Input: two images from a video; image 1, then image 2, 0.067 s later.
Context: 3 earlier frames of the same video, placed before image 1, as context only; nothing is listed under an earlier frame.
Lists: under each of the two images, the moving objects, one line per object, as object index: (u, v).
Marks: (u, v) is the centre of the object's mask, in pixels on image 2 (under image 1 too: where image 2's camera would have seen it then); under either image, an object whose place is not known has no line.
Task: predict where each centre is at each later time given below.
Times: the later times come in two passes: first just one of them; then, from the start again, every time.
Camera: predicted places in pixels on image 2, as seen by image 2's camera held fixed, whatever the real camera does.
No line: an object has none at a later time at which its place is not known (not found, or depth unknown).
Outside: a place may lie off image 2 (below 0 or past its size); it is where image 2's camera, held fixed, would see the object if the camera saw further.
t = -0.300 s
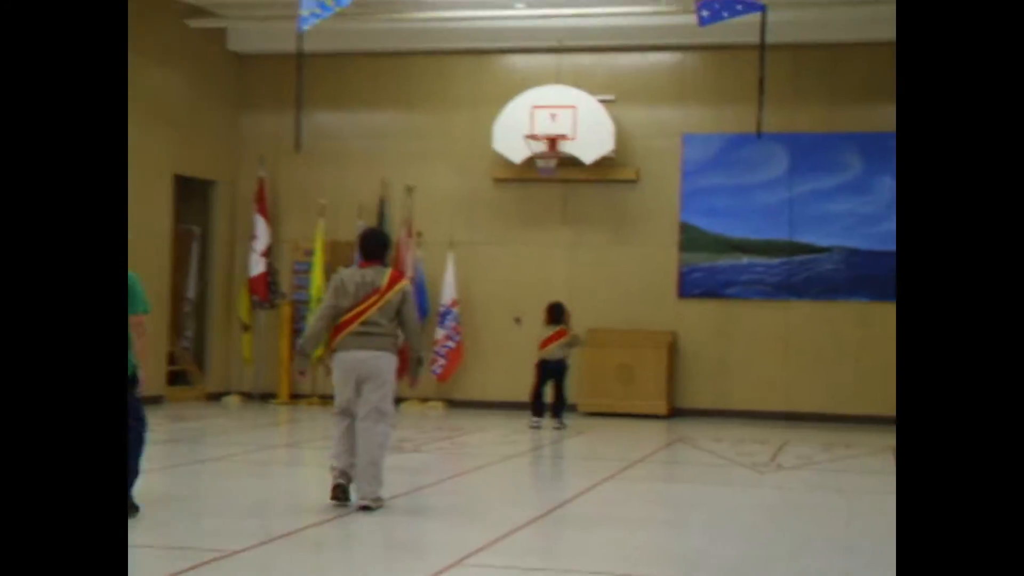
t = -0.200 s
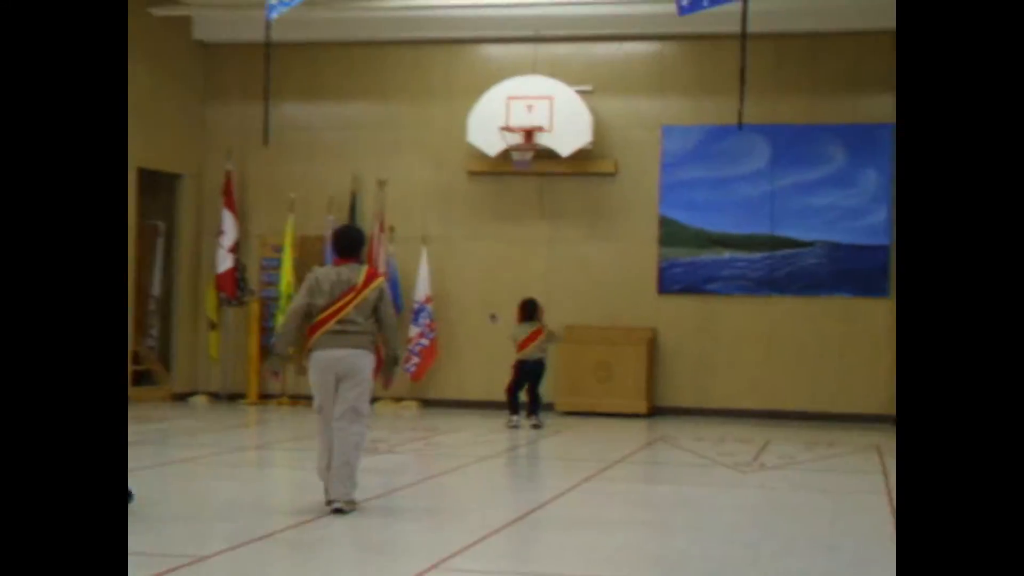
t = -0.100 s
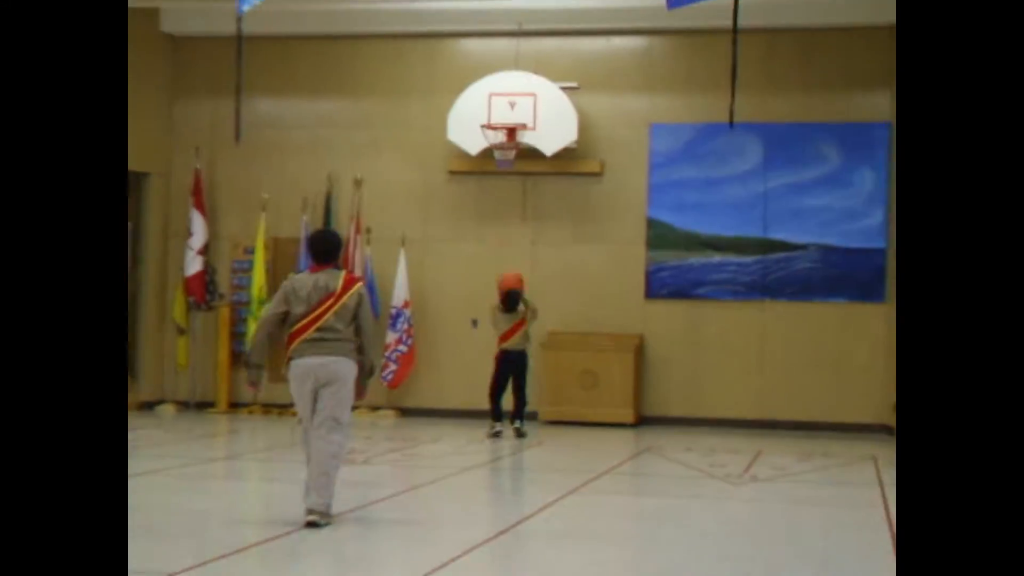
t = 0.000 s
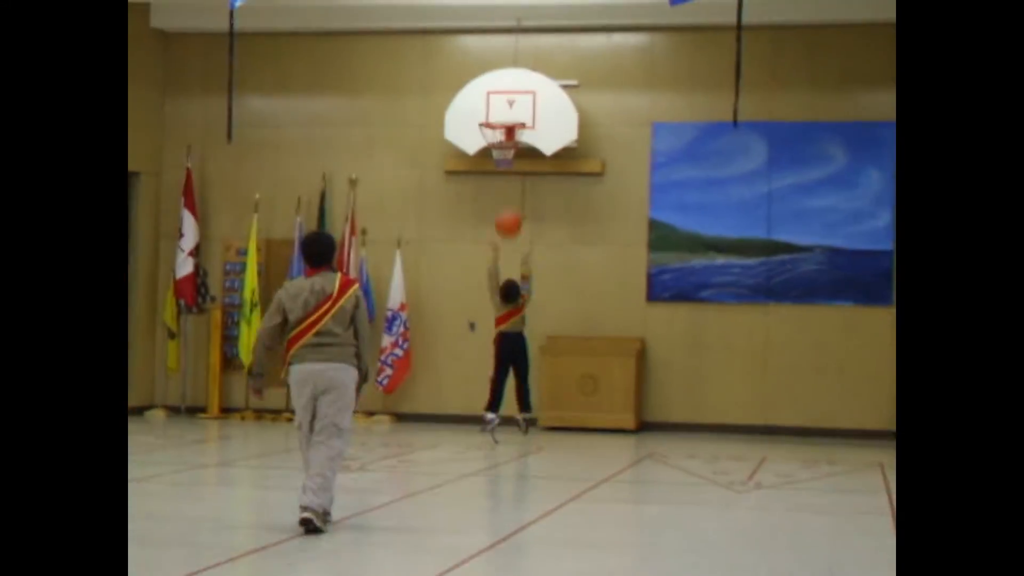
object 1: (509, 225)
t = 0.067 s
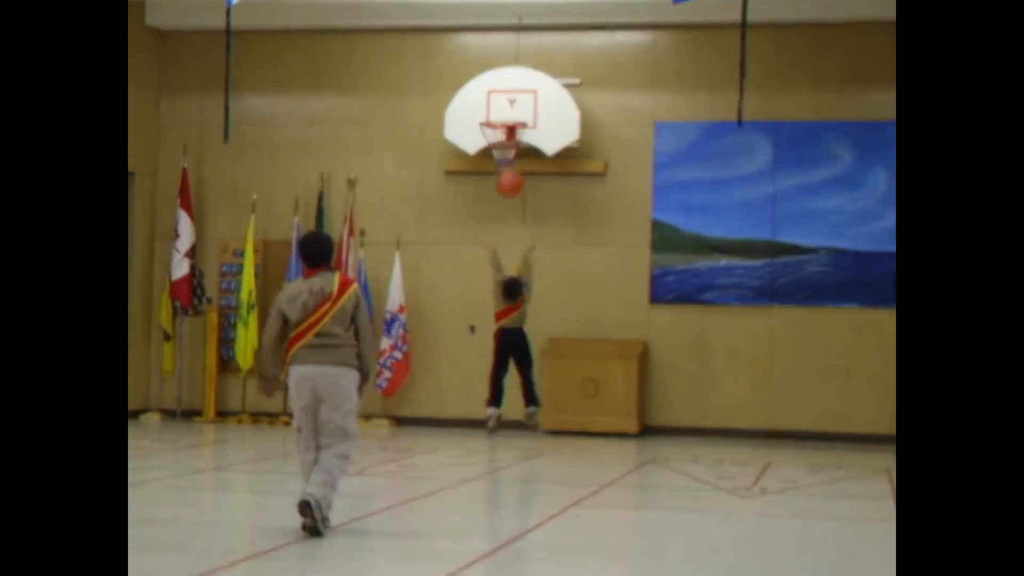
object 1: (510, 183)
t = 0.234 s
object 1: (507, 105)
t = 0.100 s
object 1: (509, 164)
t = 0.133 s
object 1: (508, 148)
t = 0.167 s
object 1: (508, 133)
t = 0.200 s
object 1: (508, 117)
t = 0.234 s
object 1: (507, 105)
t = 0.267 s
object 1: (507, 93)
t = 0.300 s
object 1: (507, 82)
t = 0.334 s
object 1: (506, 73)
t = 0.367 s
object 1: (506, 65)
